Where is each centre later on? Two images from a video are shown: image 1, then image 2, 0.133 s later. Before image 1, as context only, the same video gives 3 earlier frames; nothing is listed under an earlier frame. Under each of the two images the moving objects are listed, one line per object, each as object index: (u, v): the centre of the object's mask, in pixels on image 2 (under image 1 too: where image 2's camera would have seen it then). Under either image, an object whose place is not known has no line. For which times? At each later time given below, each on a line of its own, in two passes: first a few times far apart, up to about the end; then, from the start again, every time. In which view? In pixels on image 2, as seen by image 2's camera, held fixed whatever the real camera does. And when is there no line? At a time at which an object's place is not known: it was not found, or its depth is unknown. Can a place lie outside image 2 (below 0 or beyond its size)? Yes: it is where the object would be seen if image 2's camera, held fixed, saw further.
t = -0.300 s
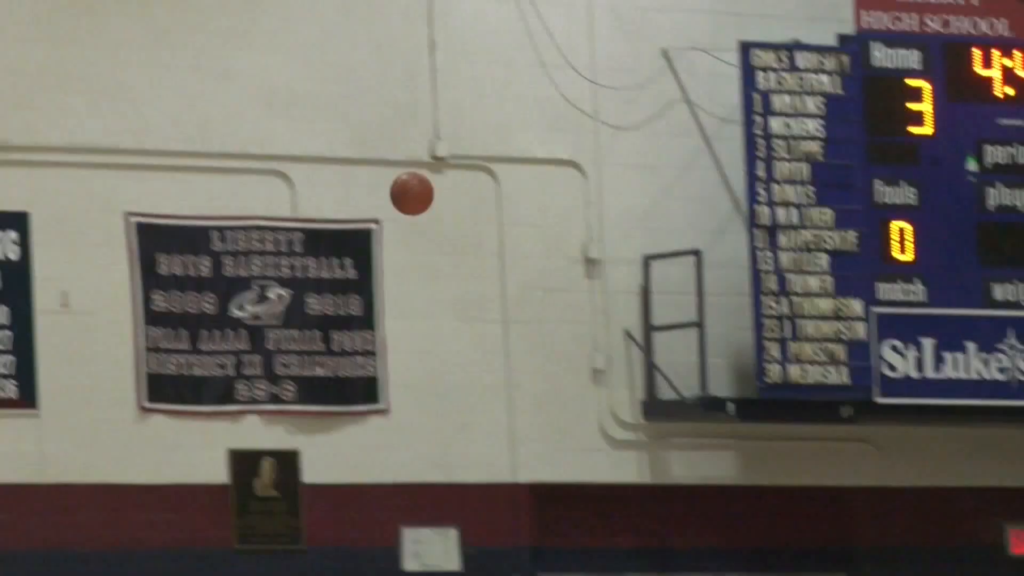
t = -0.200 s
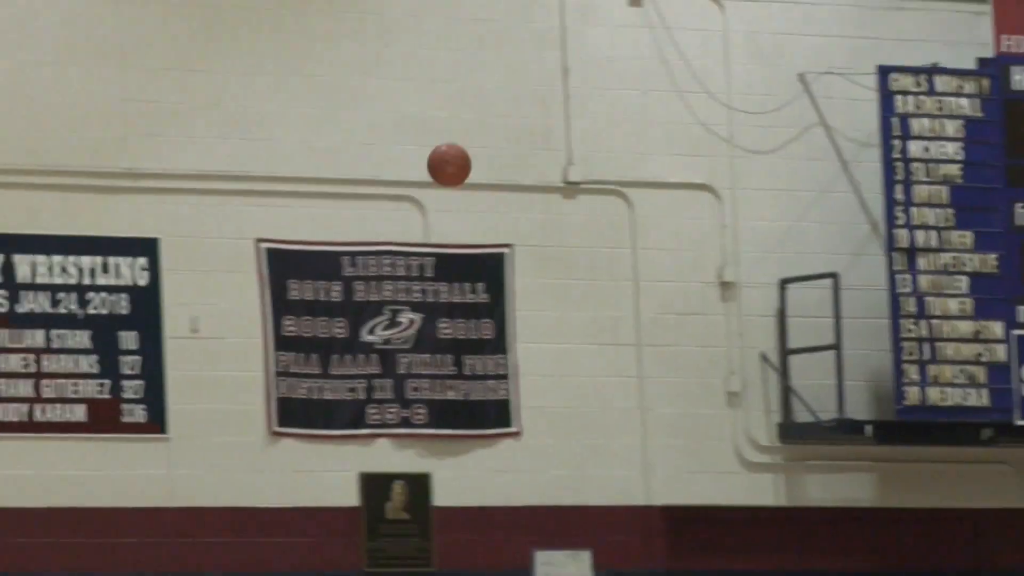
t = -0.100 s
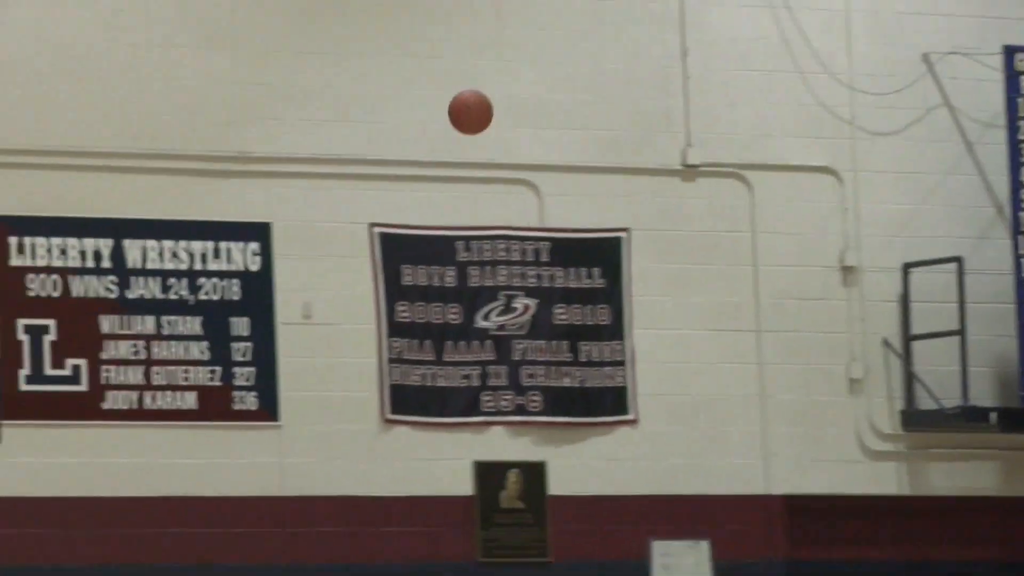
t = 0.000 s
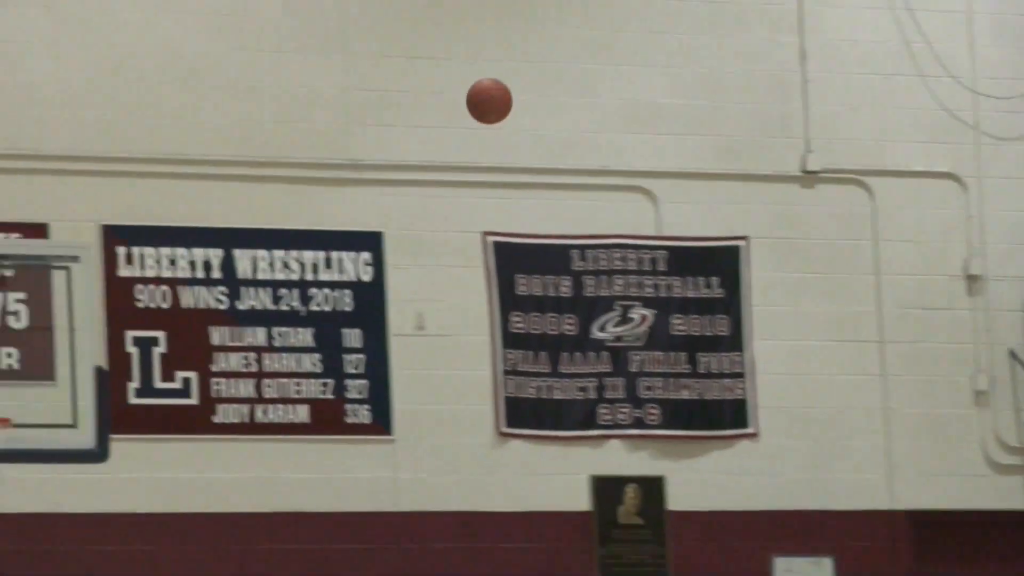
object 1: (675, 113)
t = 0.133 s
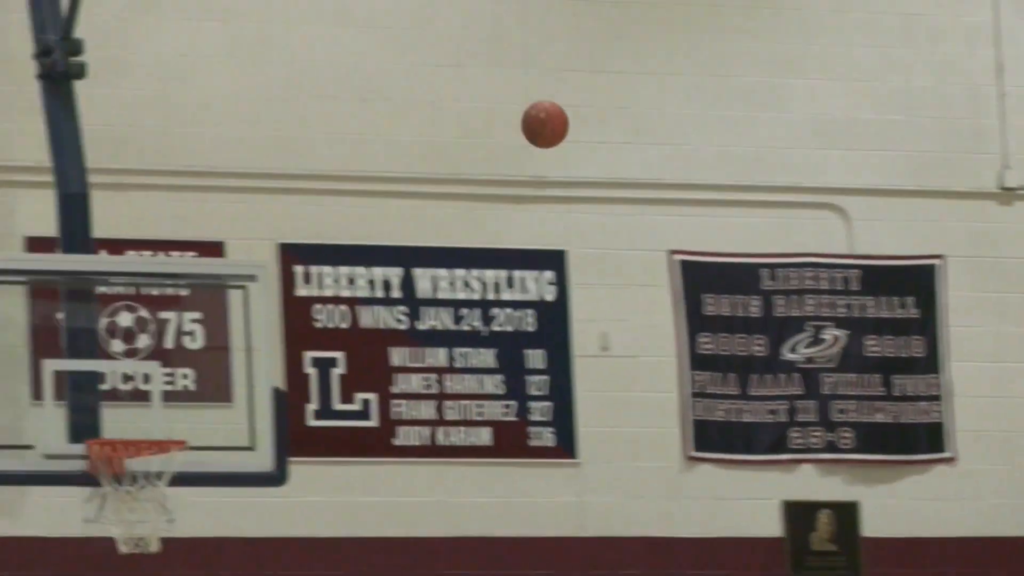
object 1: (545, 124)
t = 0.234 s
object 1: (451, 156)
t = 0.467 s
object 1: (234, 301)
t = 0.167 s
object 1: (513, 133)
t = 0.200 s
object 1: (482, 143)
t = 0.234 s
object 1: (451, 156)
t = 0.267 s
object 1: (420, 170)
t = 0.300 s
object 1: (388, 186)
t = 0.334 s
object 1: (358, 205)
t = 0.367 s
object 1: (327, 226)
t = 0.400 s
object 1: (296, 248)
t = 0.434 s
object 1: (266, 273)
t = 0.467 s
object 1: (234, 301)
